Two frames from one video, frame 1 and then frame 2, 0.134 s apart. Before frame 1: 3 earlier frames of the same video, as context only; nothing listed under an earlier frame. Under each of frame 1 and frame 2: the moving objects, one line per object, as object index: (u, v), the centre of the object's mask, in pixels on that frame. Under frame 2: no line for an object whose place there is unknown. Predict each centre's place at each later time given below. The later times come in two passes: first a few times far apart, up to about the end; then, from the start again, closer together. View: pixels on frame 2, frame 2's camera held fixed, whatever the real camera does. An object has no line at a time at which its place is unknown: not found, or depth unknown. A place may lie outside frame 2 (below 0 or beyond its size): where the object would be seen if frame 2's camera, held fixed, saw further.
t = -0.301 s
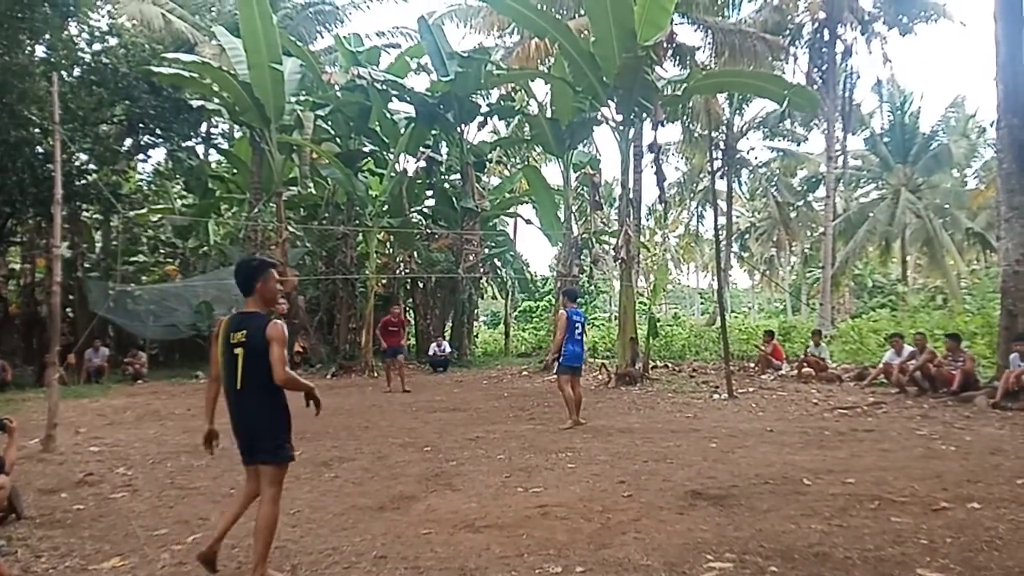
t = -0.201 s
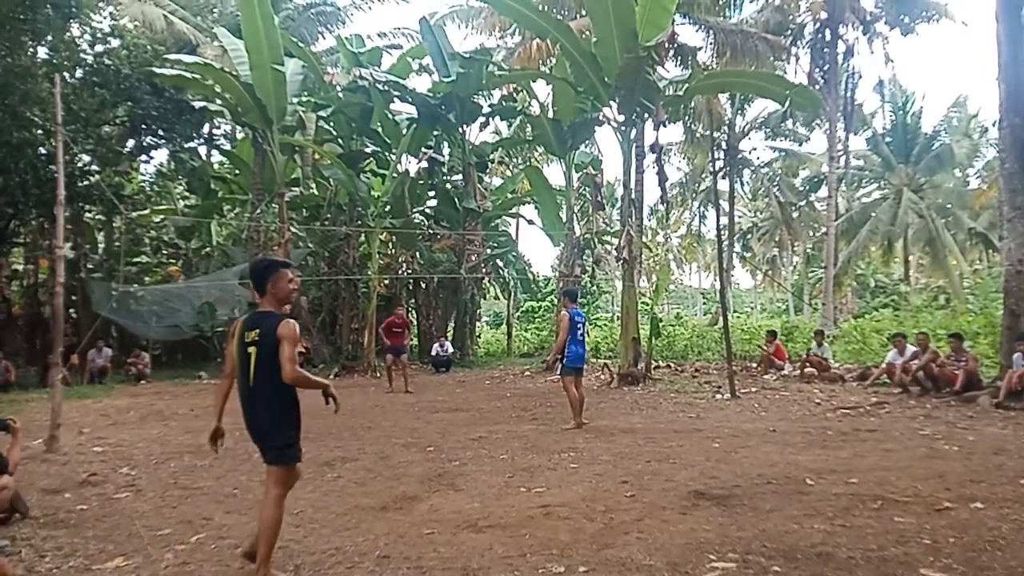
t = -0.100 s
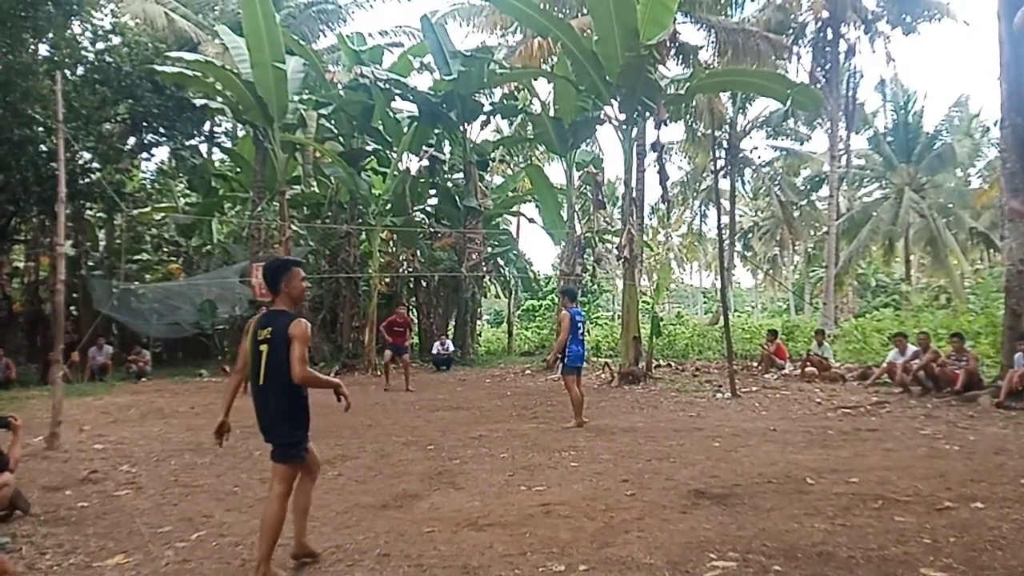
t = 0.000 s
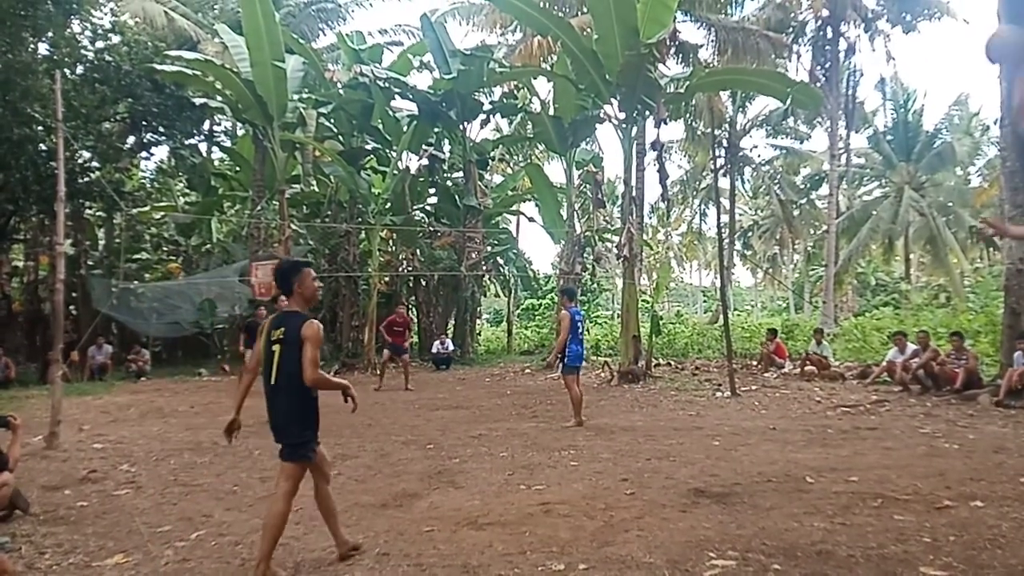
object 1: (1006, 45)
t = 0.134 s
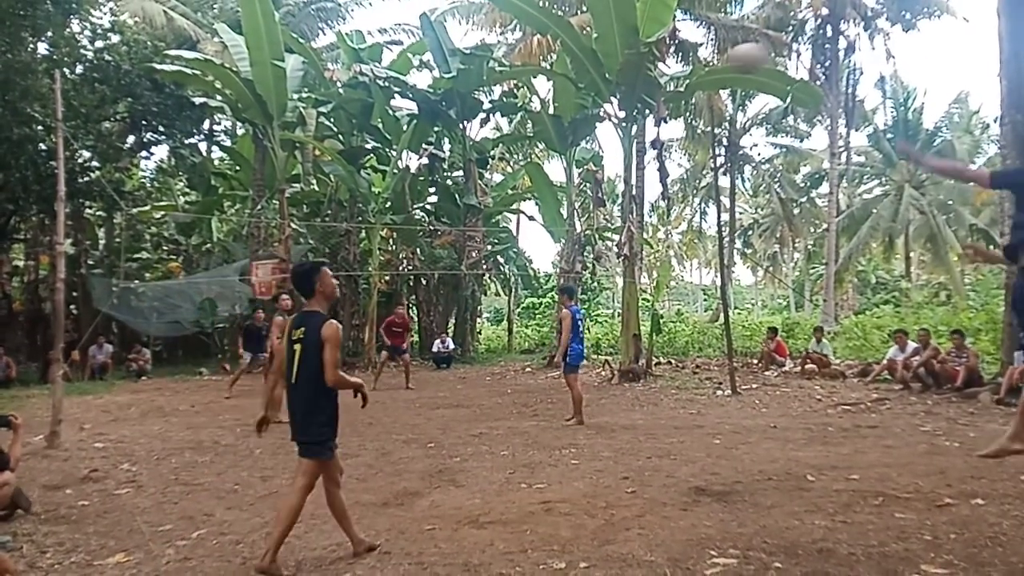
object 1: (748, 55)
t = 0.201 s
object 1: (664, 70)
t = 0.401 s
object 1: (508, 119)
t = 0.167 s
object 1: (705, 62)
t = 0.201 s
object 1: (664, 70)
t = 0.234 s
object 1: (634, 77)
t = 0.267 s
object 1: (603, 84)
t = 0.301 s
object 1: (576, 91)
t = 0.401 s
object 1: (508, 119)
